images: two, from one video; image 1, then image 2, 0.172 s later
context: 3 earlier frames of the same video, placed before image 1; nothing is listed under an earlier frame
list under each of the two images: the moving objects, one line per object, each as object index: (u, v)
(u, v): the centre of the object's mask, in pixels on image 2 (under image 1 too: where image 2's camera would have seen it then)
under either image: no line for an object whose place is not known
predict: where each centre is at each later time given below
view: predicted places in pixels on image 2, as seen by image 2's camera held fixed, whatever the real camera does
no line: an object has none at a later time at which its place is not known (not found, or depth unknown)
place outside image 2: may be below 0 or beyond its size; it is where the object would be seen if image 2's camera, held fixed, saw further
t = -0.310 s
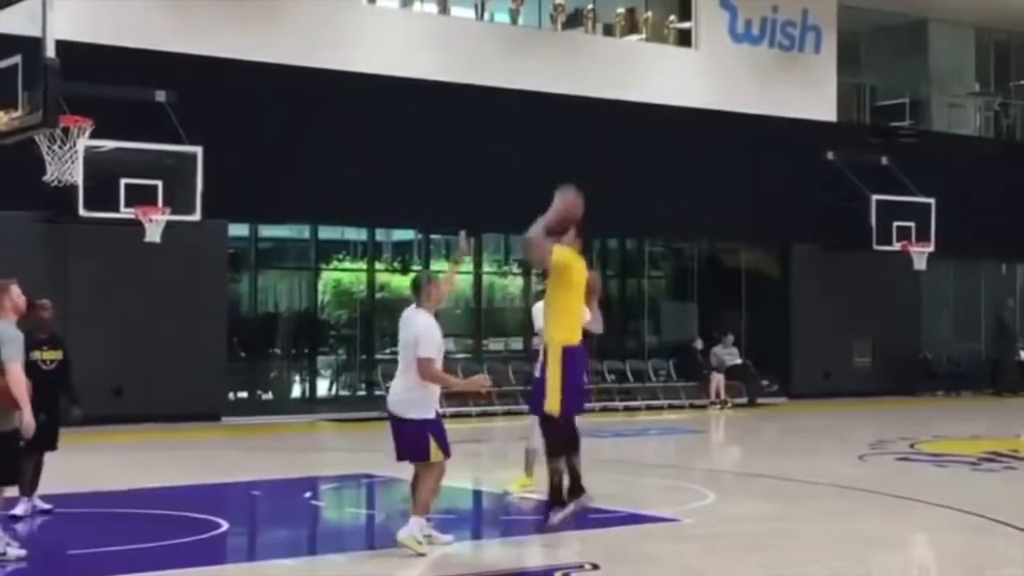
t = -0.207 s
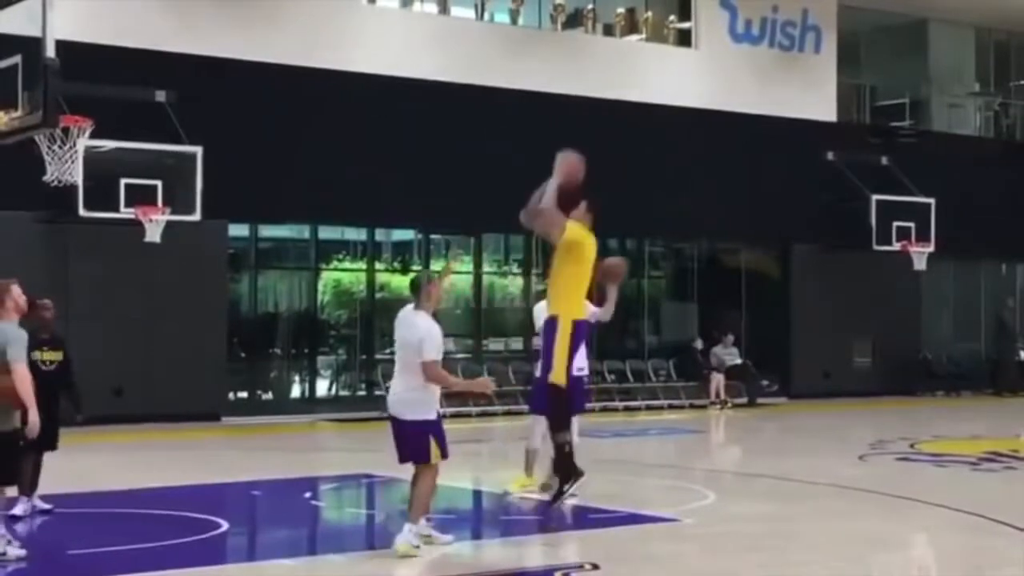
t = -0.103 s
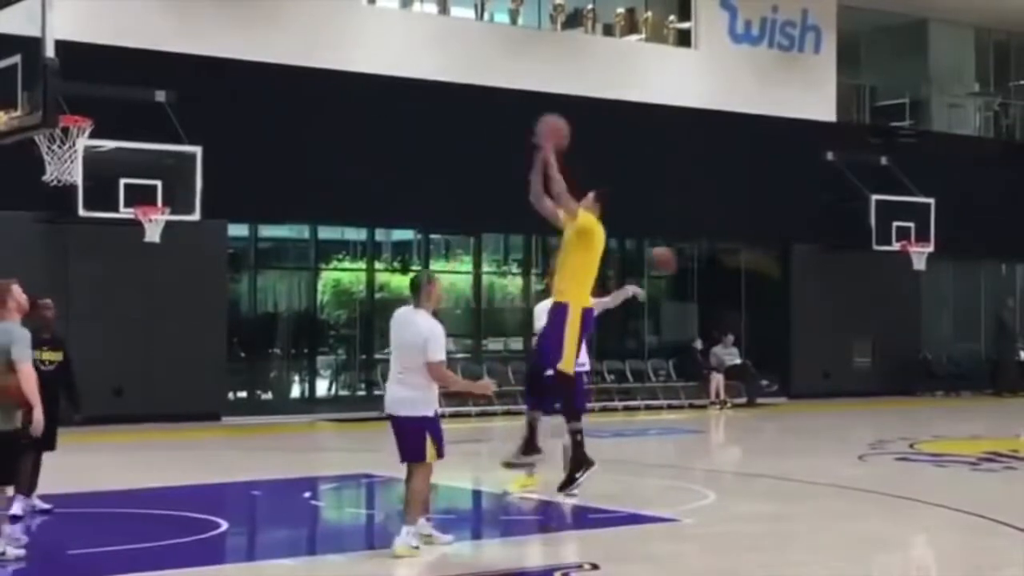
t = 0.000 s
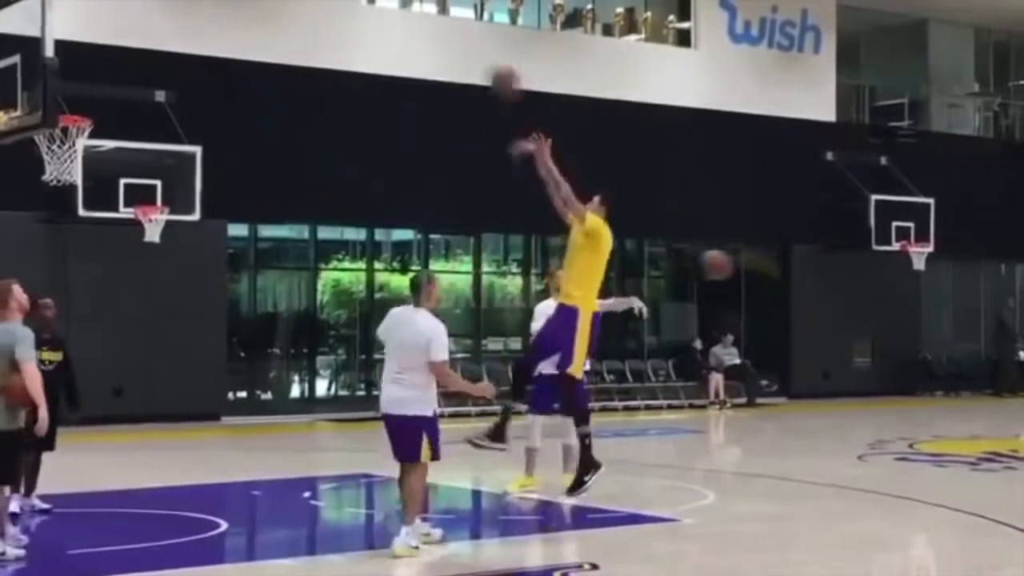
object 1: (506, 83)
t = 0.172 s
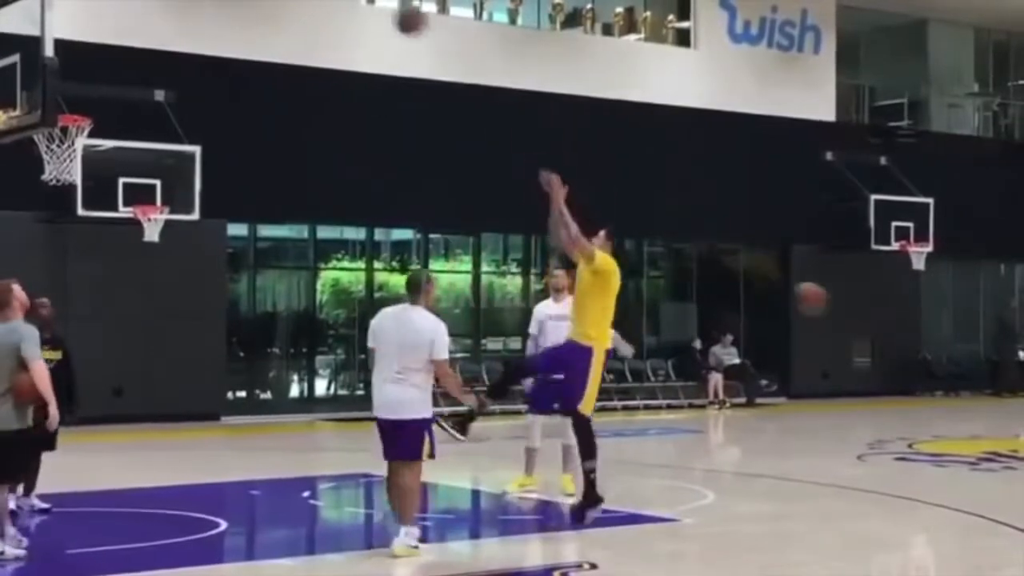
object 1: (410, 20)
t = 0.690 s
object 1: (129, 69)
